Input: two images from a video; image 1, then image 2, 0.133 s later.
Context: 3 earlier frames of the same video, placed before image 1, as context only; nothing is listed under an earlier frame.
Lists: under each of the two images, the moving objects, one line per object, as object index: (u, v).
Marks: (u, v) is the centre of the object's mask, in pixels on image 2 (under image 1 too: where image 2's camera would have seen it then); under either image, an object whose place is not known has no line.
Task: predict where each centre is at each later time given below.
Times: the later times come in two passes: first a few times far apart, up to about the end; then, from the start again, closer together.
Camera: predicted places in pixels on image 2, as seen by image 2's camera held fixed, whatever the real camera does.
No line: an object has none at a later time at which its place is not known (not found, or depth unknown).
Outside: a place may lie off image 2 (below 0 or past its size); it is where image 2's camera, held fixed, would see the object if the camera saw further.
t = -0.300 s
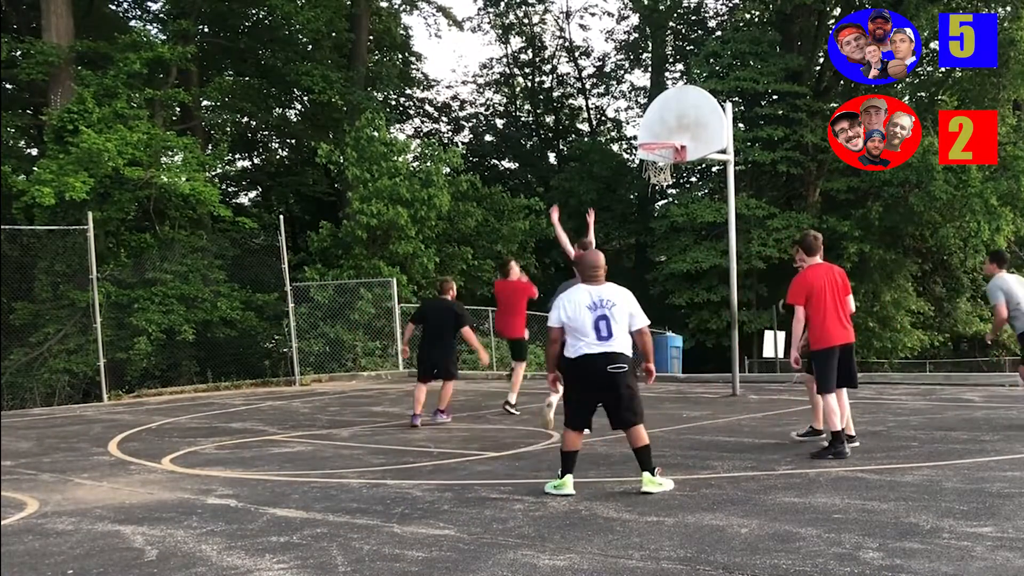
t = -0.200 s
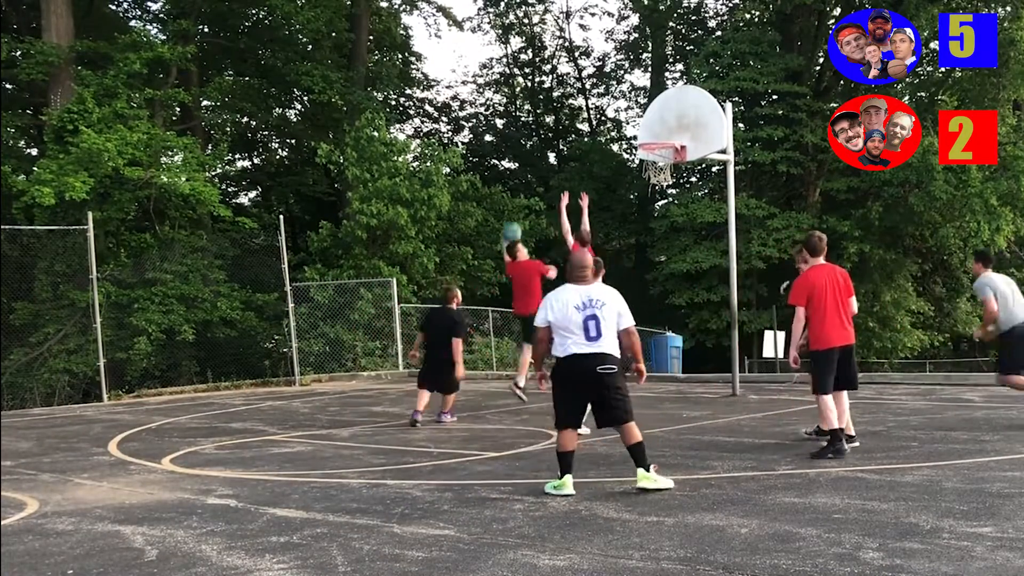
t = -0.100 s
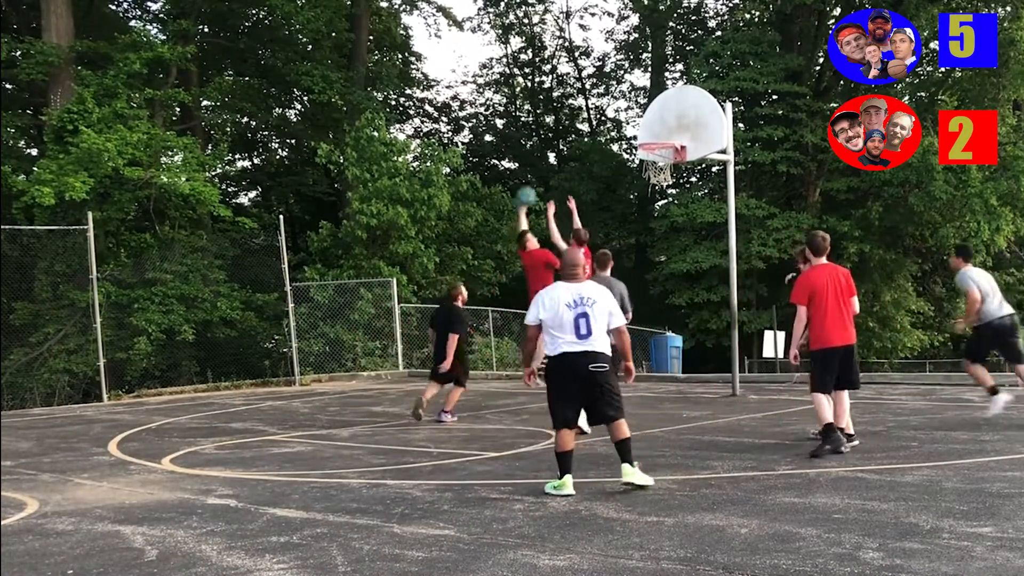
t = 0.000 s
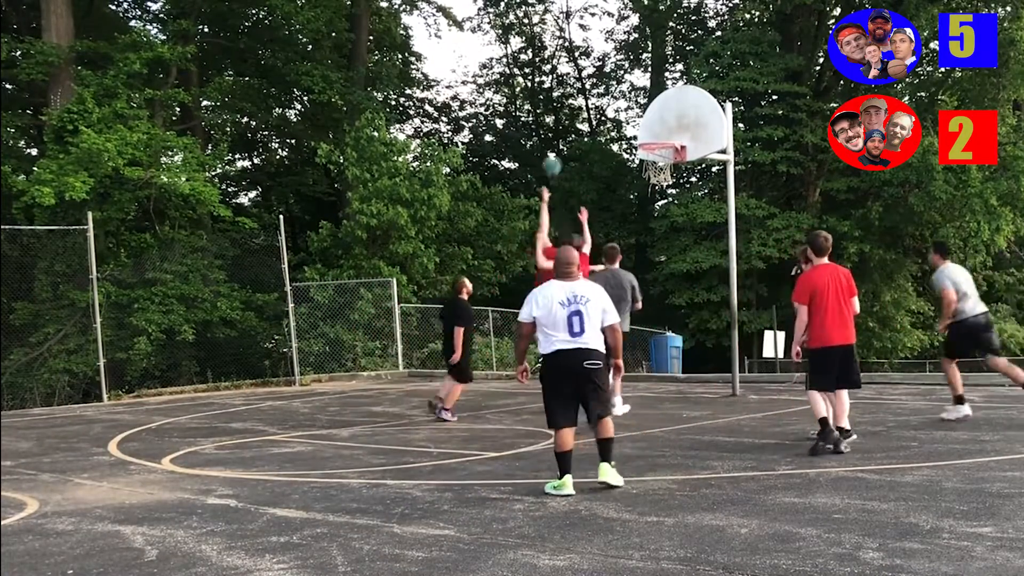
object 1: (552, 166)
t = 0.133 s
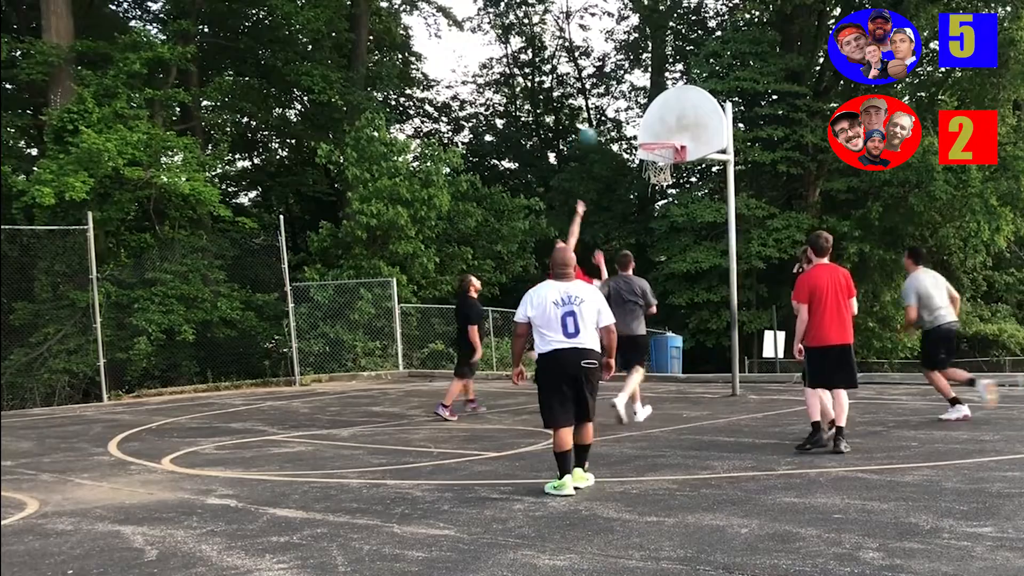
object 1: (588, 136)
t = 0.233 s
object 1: (614, 126)
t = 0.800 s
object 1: (646, 179)
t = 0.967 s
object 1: (640, 235)
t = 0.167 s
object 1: (596, 132)
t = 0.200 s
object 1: (605, 128)
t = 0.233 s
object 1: (614, 126)
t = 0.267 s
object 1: (622, 122)
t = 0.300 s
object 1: (632, 120)
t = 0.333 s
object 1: (641, 121)
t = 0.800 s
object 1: (646, 179)
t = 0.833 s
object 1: (647, 189)
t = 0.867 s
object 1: (645, 199)
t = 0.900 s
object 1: (643, 211)
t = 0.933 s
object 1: (642, 222)
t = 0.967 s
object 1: (640, 235)
